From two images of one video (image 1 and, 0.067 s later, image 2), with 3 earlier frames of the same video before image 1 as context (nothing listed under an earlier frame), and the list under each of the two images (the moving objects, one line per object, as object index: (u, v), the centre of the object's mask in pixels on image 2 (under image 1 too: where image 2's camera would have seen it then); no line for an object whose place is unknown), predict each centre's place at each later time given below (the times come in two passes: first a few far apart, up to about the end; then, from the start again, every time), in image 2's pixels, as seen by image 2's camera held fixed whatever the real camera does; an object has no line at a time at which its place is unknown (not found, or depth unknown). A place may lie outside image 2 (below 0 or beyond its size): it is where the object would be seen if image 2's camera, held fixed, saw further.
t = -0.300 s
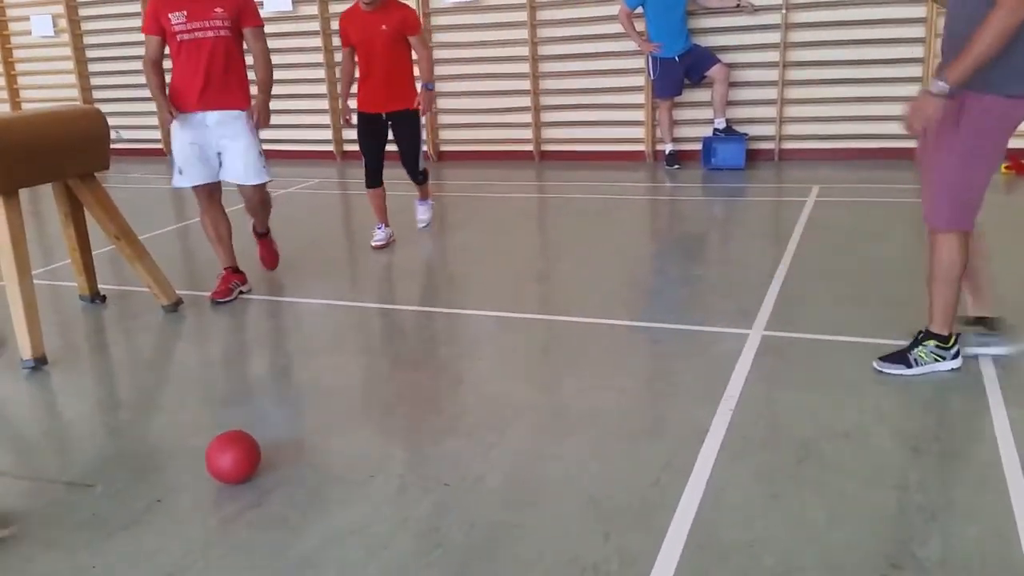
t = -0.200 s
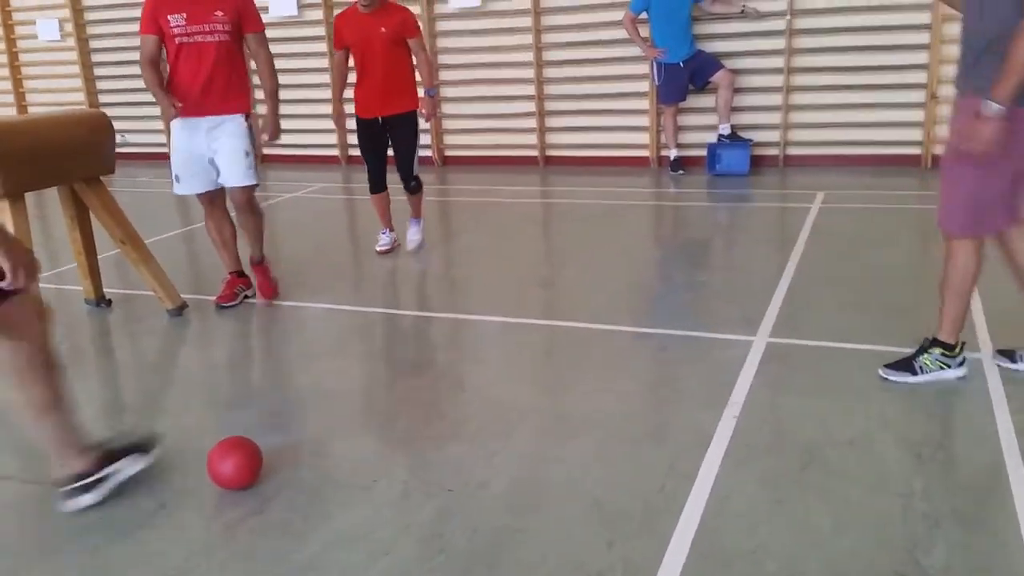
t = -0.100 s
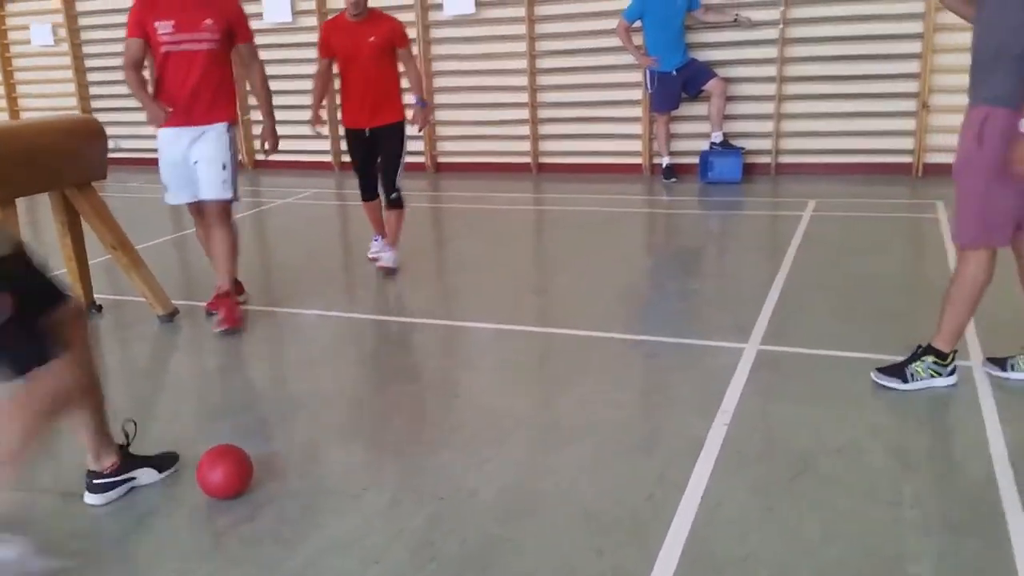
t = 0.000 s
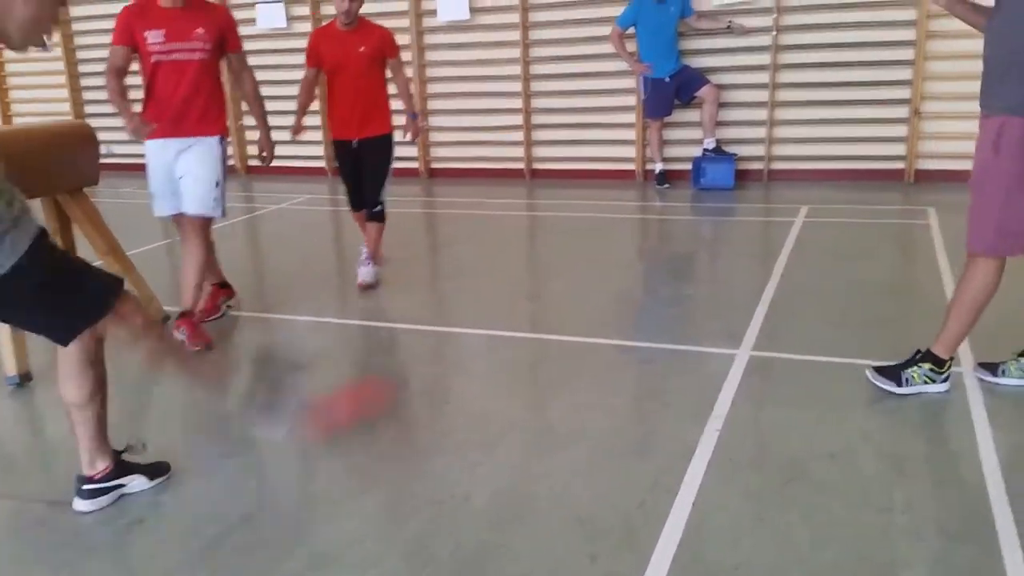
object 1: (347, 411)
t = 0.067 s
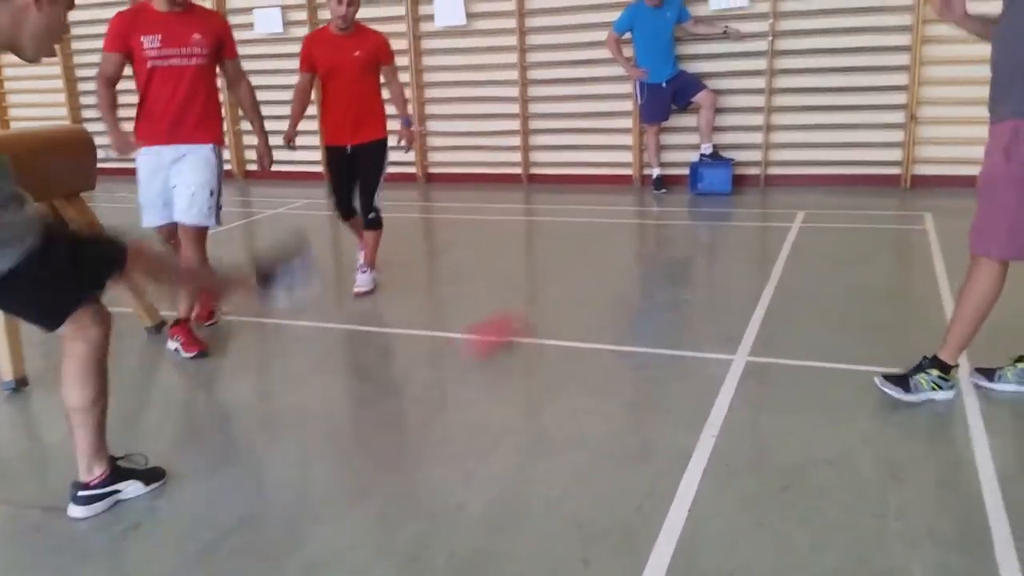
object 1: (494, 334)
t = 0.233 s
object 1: (688, 233)
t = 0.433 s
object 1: (794, 176)
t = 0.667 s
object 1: (812, 194)
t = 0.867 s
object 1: (825, 203)
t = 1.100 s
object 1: (836, 209)
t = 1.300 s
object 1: (845, 212)
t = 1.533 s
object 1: (855, 217)
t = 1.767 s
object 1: (868, 221)
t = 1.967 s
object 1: (881, 225)
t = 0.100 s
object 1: (545, 308)
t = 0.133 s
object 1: (590, 282)
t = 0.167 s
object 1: (629, 261)
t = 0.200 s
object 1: (660, 247)
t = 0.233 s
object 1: (688, 233)
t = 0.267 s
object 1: (714, 220)
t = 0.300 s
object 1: (736, 209)
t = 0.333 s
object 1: (754, 199)
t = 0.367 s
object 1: (769, 188)
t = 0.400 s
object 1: (785, 180)
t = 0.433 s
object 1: (794, 176)
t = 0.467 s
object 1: (797, 177)
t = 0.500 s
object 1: (800, 181)
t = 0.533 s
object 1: (802, 187)
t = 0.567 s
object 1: (805, 187)
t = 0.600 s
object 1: (807, 187)
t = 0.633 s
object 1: (810, 189)
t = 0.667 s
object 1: (812, 194)
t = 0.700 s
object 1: (815, 198)
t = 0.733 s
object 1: (817, 197)
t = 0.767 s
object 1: (819, 198)
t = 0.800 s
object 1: (822, 201)
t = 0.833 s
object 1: (824, 203)
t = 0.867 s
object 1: (825, 203)
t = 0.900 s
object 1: (827, 205)
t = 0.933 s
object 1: (829, 205)
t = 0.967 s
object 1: (830, 206)
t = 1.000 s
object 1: (831, 207)
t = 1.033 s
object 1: (833, 207)
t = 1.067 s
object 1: (834, 208)
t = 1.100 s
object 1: (836, 209)
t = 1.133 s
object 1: (837, 209)
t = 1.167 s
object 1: (838, 210)
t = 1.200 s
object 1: (840, 210)
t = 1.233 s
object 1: (842, 210)
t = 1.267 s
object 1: (843, 211)
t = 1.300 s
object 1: (845, 212)
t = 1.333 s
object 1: (846, 212)
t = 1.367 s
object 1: (847, 212)
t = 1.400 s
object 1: (848, 213)
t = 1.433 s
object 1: (850, 214)
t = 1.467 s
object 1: (851, 215)
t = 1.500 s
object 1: (853, 216)
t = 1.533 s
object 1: (855, 217)
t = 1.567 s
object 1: (857, 217)
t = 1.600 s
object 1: (858, 218)
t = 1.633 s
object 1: (860, 218)
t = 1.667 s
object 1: (862, 219)
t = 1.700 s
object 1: (864, 220)
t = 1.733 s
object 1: (866, 220)
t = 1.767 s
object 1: (868, 221)
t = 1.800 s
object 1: (870, 222)
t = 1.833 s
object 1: (872, 223)
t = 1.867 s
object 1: (874, 224)
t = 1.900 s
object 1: (876, 224)
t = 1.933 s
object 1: (878, 225)
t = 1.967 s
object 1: (881, 225)
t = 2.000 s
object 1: (883, 226)
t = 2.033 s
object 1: (884, 227)
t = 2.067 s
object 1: (886, 227)
